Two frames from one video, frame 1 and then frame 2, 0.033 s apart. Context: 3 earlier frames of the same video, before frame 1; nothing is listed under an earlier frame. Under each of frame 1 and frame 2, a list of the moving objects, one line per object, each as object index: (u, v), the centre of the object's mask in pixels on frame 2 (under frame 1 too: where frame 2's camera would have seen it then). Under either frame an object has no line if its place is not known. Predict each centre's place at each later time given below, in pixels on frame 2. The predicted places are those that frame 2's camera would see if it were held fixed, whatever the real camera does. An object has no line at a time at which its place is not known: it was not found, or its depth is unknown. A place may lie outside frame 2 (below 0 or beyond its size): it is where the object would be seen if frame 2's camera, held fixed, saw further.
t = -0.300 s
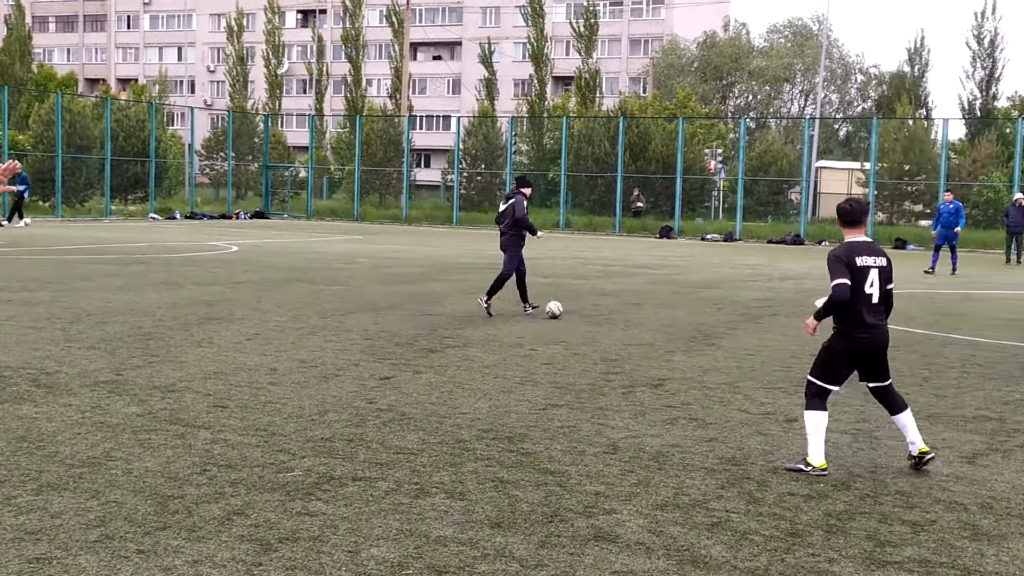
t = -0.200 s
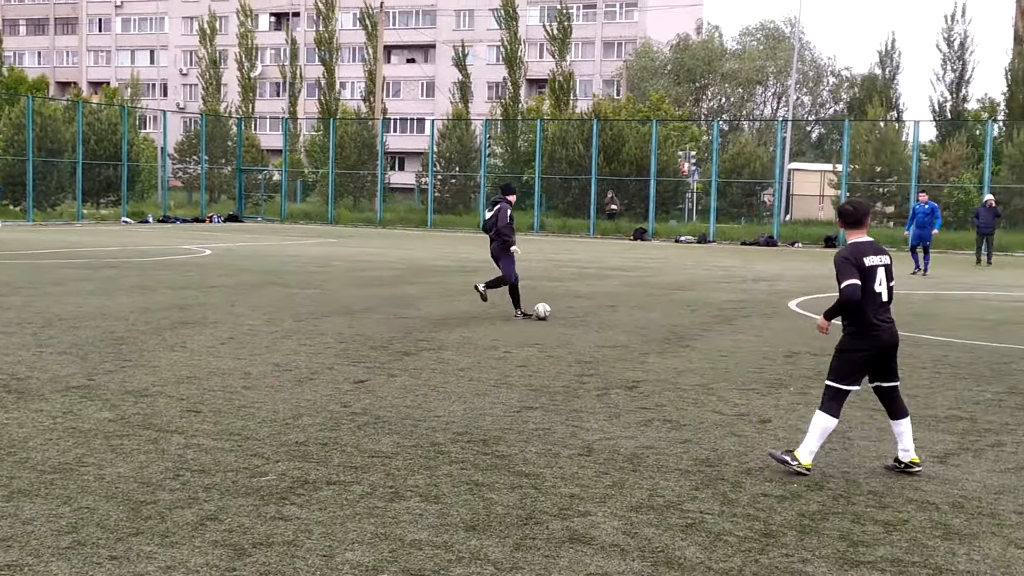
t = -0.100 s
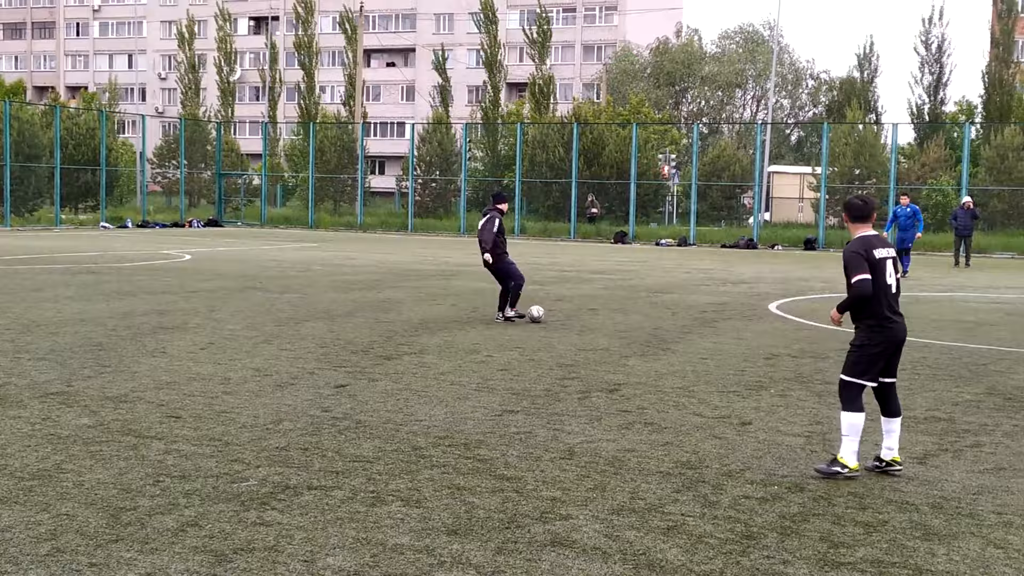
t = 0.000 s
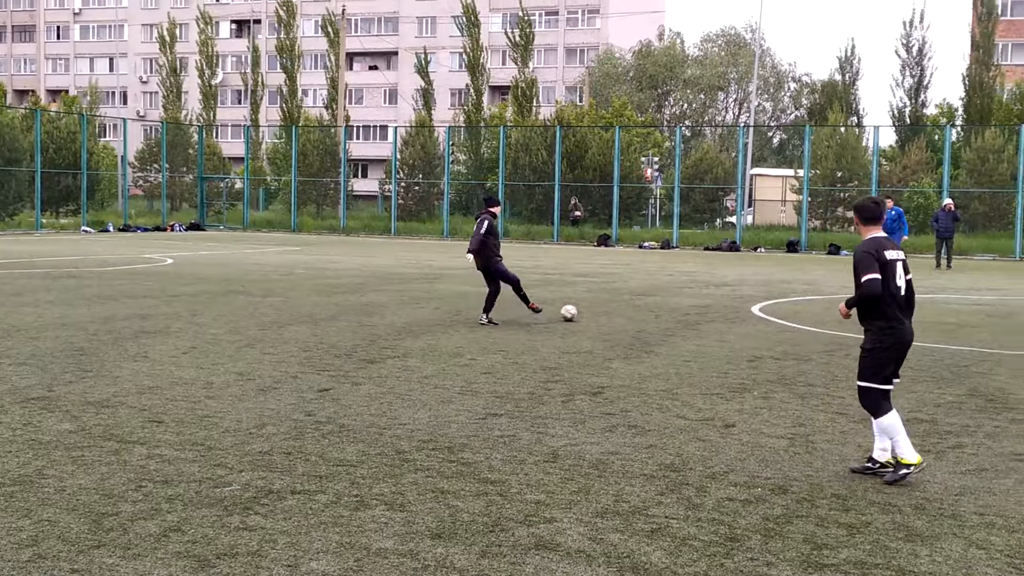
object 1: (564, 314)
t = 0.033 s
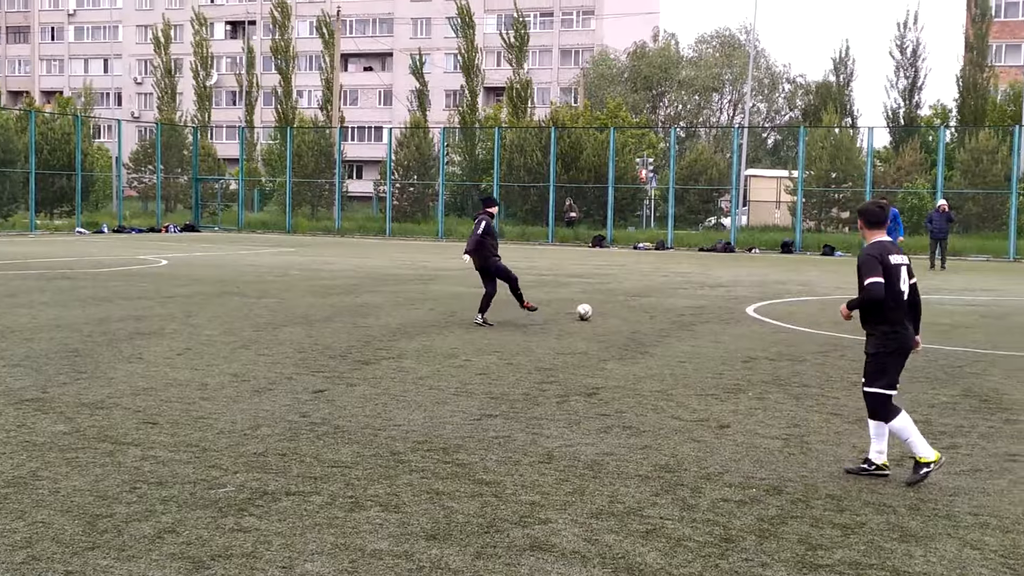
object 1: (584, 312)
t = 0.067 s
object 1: (603, 310)
